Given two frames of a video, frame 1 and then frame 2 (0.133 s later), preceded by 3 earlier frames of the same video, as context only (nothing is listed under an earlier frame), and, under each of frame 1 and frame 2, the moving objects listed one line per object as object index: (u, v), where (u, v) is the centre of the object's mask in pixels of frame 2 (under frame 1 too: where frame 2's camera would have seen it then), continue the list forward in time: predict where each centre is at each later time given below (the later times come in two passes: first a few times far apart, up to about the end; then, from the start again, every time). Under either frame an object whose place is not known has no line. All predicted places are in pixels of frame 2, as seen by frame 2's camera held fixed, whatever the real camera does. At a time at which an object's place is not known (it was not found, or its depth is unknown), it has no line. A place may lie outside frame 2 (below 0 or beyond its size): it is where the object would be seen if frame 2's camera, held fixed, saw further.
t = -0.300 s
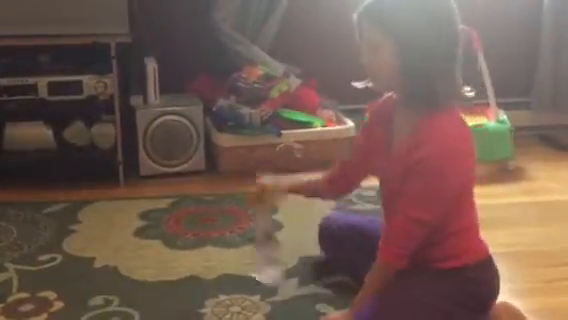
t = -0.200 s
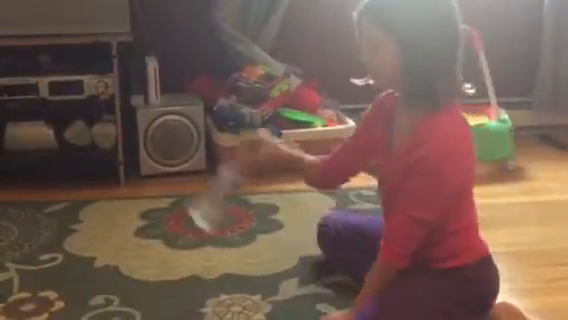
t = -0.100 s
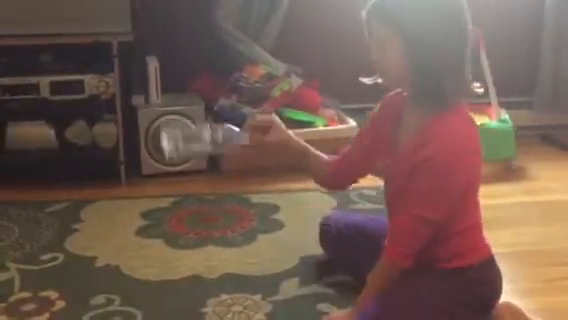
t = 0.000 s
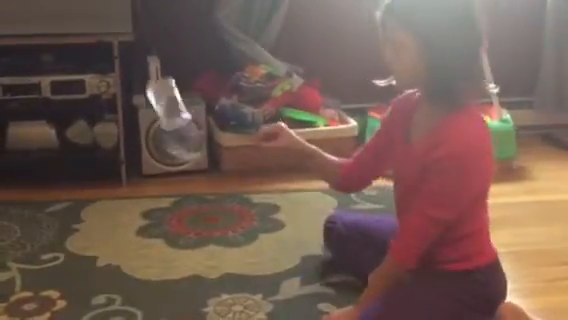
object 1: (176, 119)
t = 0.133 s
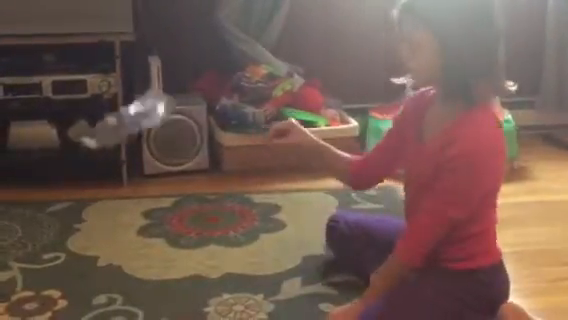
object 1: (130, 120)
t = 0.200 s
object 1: (119, 140)
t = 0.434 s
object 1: (142, 276)
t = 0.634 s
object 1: (154, 274)
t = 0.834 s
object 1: (163, 286)
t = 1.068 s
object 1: (164, 286)
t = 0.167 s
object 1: (121, 128)
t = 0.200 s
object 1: (119, 140)
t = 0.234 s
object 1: (122, 159)
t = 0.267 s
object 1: (125, 184)
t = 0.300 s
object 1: (125, 204)
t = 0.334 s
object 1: (131, 256)
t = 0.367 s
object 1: (135, 284)
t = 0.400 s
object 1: (139, 287)
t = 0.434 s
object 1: (142, 276)
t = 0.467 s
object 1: (143, 276)
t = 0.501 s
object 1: (145, 275)
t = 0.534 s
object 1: (147, 274)
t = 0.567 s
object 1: (149, 274)
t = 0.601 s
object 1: (151, 274)
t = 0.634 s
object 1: (154, 274)
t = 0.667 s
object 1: (156, 276)
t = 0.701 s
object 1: (159, 277)
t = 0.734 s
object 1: (160, 286)
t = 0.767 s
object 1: (163, 287)
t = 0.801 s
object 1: (163, 286)
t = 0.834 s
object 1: (163, 286)
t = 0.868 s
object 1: (163, 286)
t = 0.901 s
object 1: (163, 286)
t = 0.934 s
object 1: (163, 286)
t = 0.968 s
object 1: (163, 286)
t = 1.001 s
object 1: (163, 286)
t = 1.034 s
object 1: (163, 286)
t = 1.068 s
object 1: (164, 286)
